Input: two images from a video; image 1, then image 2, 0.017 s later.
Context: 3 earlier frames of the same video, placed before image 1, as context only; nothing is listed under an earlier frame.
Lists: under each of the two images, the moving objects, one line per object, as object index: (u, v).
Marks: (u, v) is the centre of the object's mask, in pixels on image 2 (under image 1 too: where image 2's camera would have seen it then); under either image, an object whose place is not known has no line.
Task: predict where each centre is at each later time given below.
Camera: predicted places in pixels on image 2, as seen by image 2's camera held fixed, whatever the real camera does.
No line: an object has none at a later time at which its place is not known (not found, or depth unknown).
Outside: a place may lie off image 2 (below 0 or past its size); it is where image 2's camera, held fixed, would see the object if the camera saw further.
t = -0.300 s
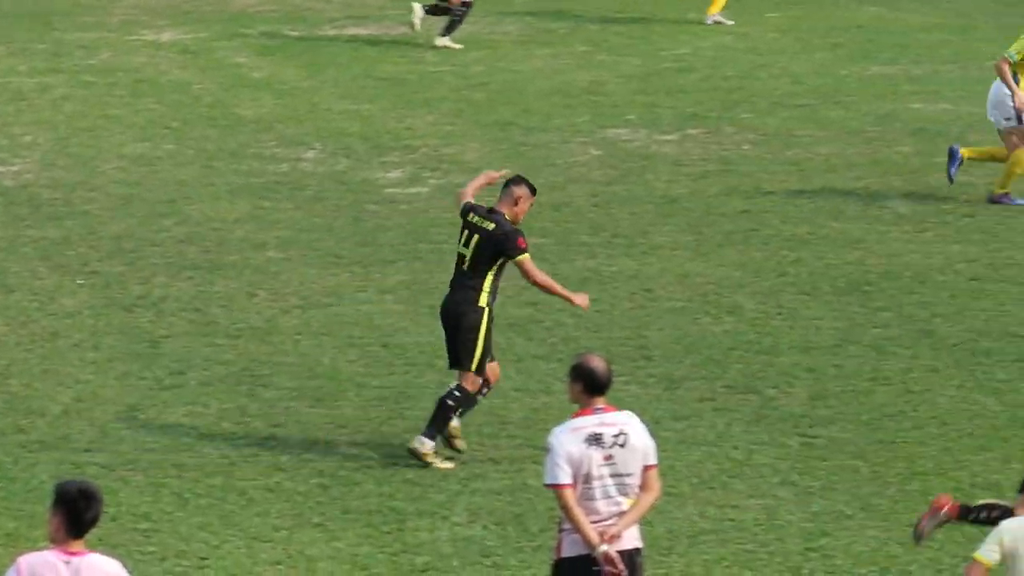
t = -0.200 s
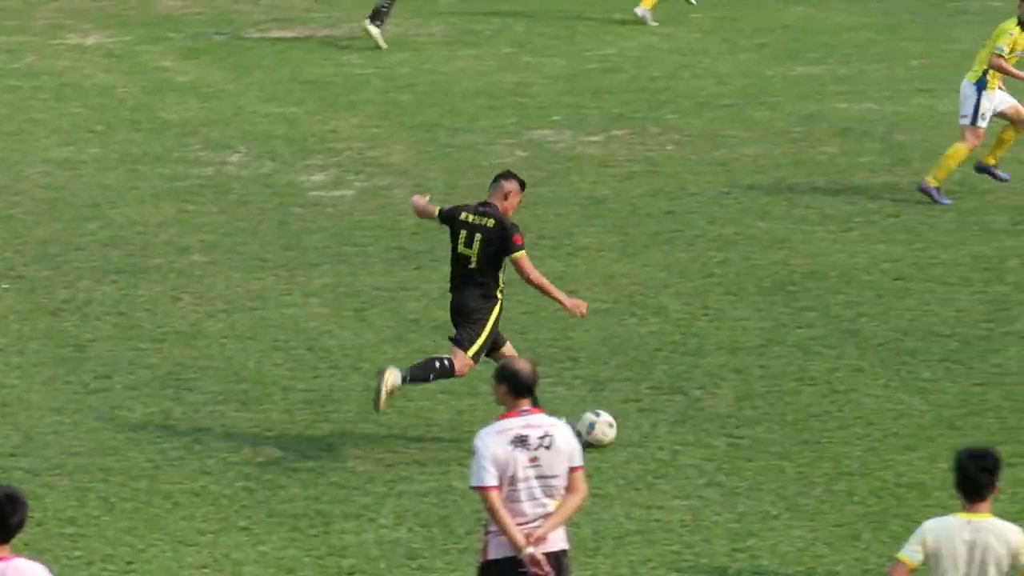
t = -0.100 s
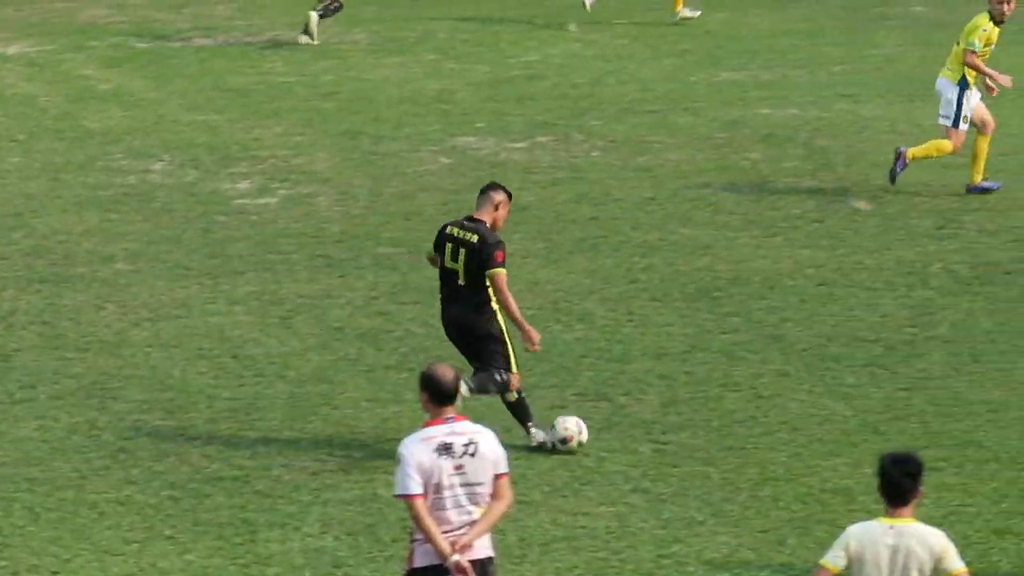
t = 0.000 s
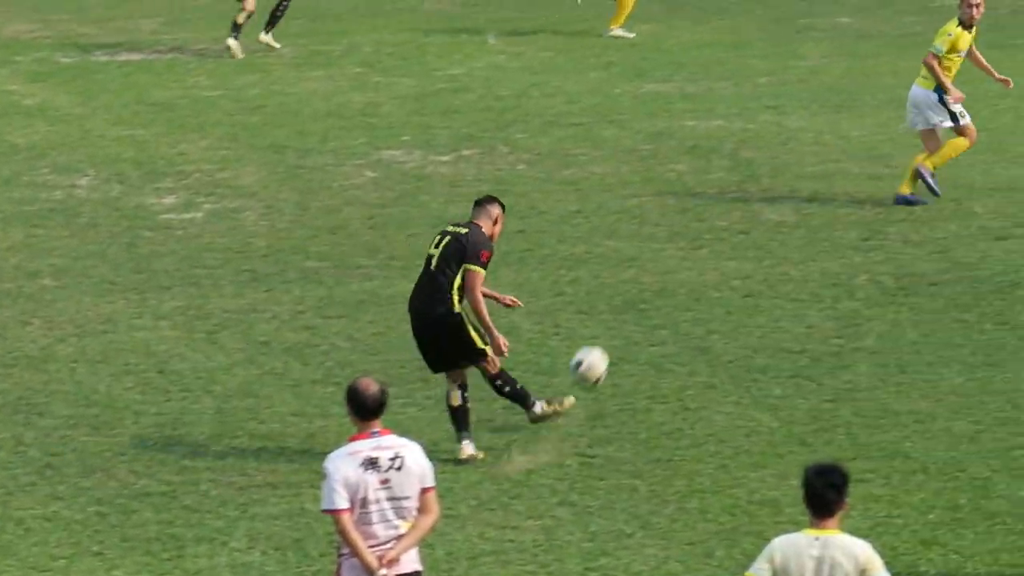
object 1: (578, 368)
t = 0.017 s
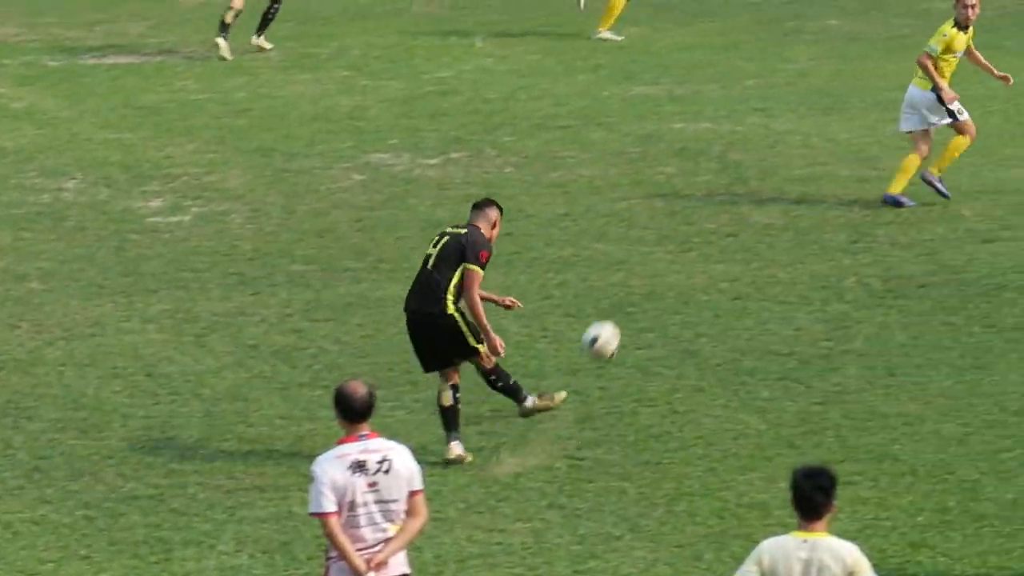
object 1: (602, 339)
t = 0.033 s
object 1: (625, 313)
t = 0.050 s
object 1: (646, 287)
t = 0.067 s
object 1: (668, 261)
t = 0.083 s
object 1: (688, 236)
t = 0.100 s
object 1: (707, 212)
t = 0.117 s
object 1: (725, 190)
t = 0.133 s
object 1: (744, 168)
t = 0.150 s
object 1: (761, 145)
